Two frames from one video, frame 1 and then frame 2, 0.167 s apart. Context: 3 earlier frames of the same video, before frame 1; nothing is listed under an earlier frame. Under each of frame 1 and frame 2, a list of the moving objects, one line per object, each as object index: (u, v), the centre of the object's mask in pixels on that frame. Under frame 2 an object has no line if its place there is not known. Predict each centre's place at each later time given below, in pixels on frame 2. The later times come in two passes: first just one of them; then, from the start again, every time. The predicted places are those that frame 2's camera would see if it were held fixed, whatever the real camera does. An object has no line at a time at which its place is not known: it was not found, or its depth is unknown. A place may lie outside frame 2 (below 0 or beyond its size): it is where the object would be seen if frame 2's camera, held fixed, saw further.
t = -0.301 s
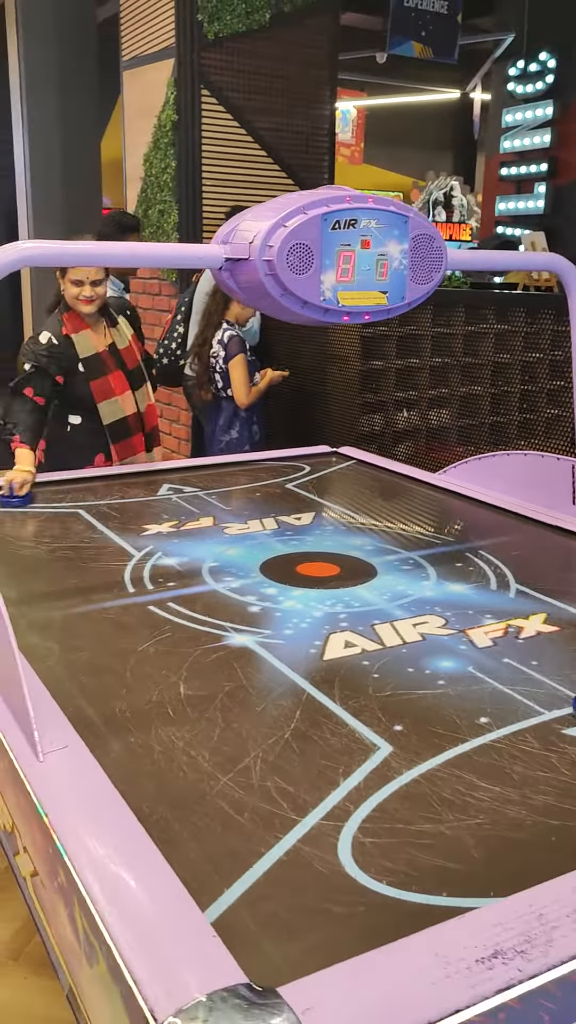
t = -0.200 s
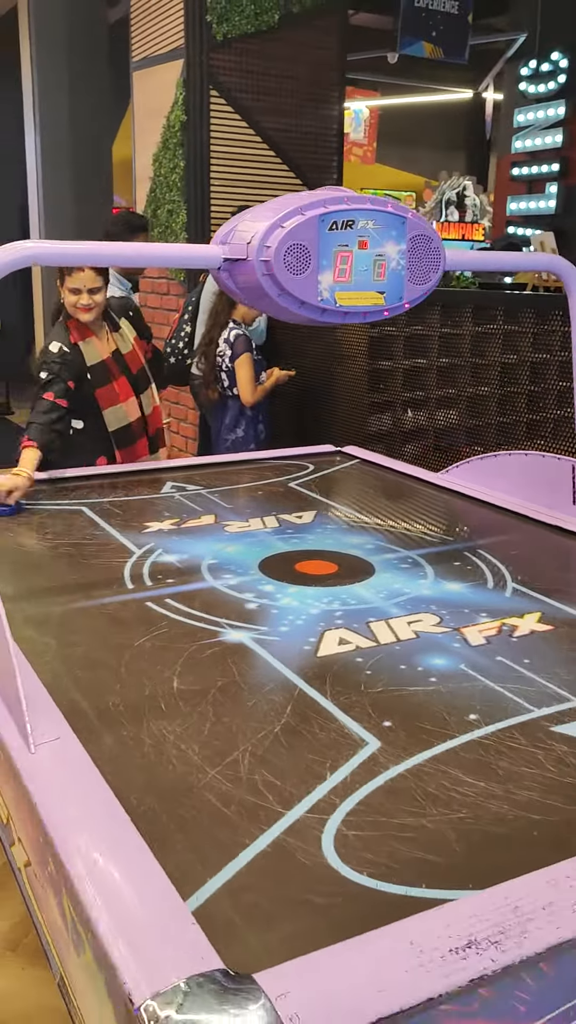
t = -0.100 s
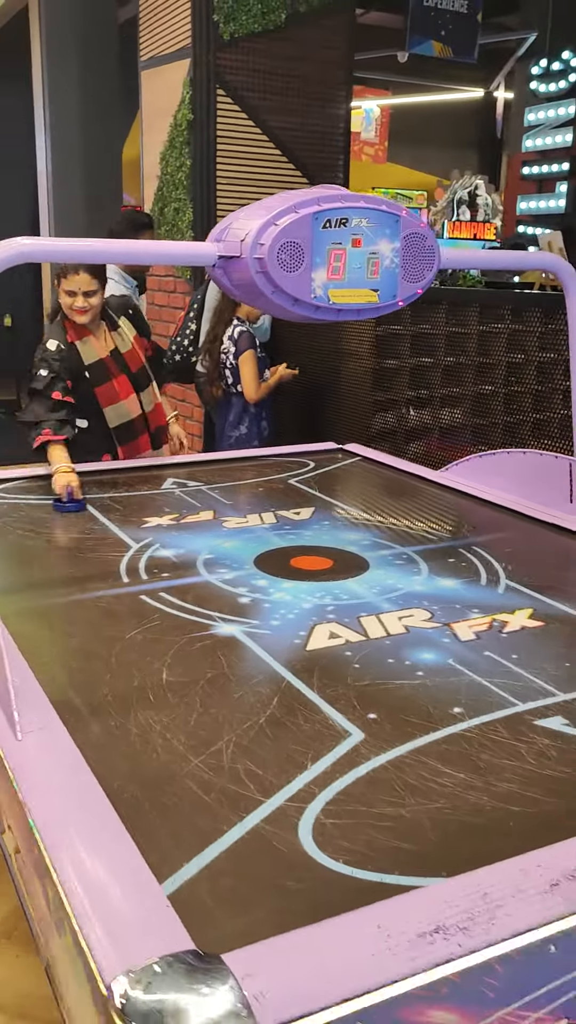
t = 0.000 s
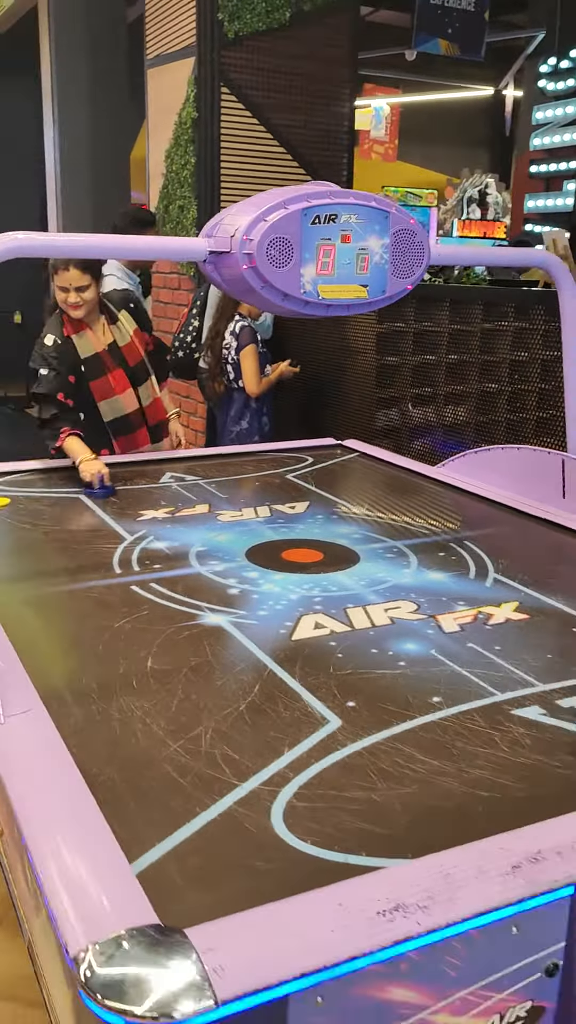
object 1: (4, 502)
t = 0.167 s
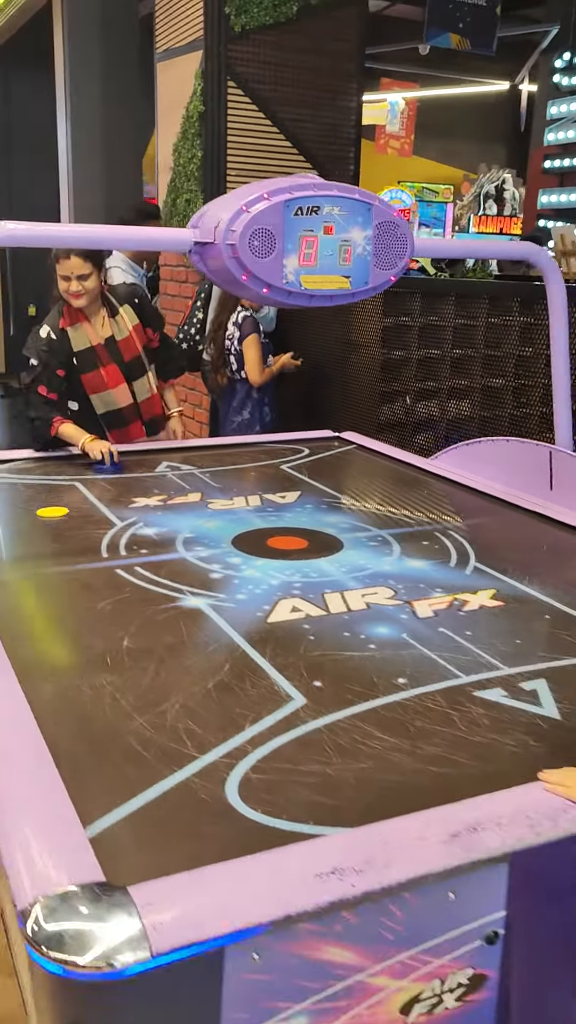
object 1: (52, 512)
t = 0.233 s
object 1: (80, 523)
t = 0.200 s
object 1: (65, 518)
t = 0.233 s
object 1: (80, 523)
